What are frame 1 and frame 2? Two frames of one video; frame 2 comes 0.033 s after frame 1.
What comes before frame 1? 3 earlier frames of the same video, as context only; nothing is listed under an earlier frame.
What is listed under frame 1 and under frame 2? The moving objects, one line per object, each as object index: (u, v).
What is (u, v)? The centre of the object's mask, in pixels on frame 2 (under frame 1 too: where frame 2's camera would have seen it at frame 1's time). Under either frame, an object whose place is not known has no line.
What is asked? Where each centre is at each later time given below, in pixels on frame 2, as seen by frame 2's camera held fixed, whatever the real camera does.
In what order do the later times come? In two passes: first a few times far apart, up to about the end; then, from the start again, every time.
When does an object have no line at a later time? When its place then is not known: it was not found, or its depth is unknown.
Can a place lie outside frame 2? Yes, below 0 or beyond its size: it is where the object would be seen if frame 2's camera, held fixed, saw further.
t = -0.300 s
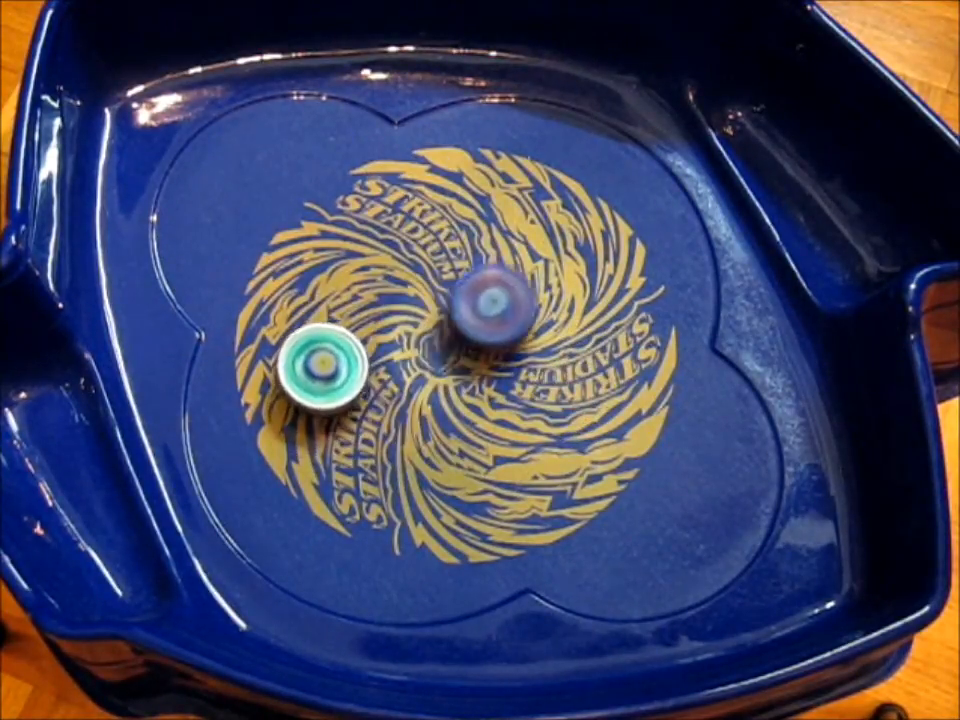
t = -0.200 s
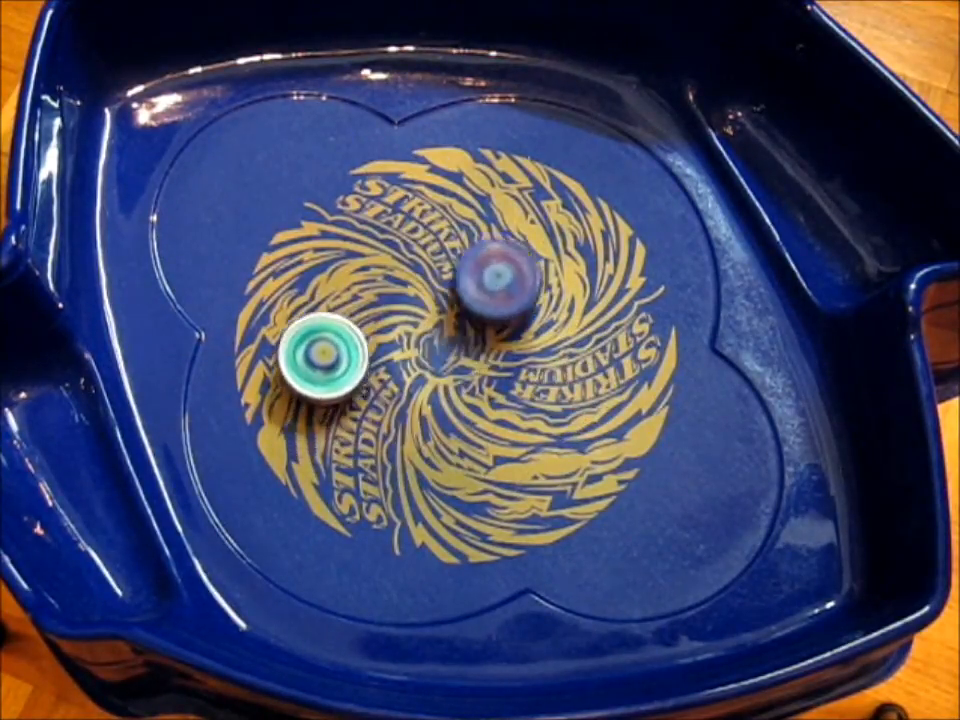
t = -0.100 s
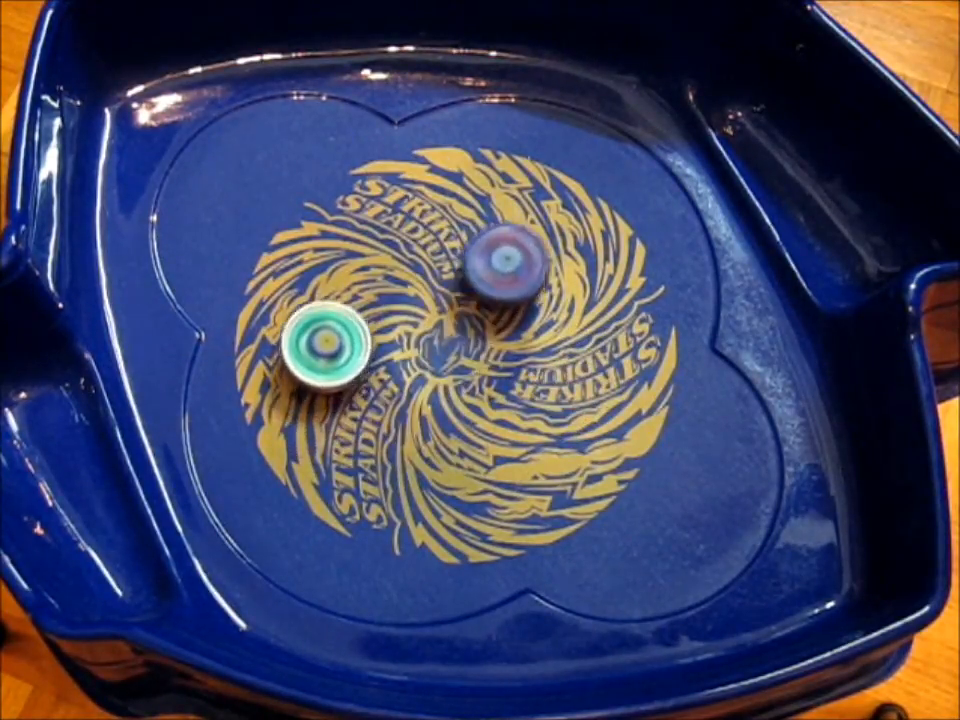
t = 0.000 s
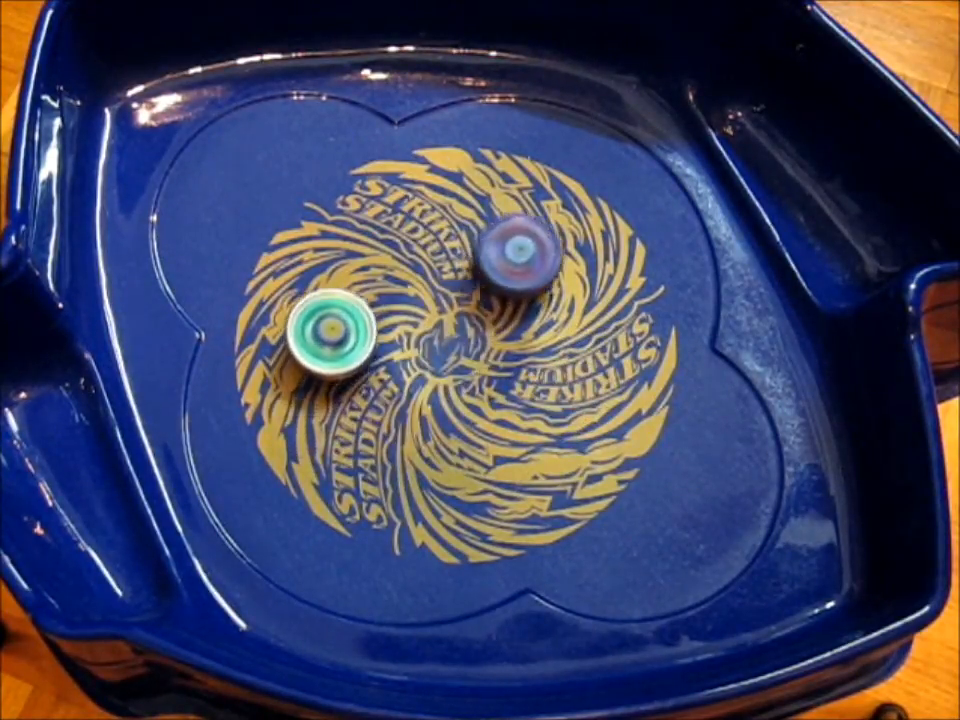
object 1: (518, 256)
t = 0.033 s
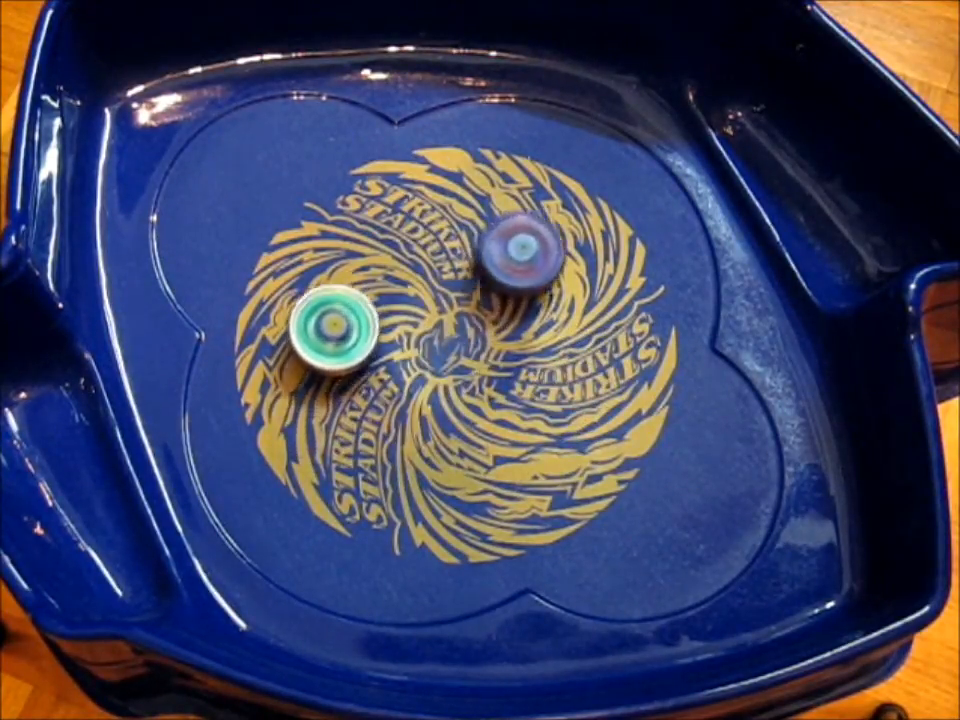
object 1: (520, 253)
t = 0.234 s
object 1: (526, 235)
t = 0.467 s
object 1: (509, 229)
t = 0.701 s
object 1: (572, 206)
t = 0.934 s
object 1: (571, 195)
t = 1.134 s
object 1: (546, 220)
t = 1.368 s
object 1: (529, 281)
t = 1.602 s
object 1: (508, 336)
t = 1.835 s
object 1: (488, 391)
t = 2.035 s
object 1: (494, 467)
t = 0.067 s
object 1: (521, 251)
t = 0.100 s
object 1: (522, 249)
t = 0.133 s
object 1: (522, 246)
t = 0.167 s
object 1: (526, 241)
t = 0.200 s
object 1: (526, 239)
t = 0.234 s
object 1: (526, 235)
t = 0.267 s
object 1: (525, 233)
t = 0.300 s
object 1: (524, 232)
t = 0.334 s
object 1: (523, 232)
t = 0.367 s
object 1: (520, 231)
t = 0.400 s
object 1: (517, 230)
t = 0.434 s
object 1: (513, 230)
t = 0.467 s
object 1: (509, 229)
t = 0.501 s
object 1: (516, 226)
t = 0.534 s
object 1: (533, 223)
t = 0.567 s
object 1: (546, 218)
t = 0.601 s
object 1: (555, 216)
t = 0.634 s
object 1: (562, 214)
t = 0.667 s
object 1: (568, 209)
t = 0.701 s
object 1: (572, 206)
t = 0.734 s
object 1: (575, 204)
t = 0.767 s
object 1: (576, 202)
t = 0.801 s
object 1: (577, 200)
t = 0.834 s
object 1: (576, 198)
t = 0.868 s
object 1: (575, 196)
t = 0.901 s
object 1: (573, 195)
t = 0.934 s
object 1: (571, 195)
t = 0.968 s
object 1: (568, 197)
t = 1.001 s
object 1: (565, 200)
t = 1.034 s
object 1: (560, 204)
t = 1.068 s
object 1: (555, 209)
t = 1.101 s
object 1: (551, 215)
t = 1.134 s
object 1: (546, 220)
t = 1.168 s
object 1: (542, 226)
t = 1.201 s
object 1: (538, 234)
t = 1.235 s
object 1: (535, 243)
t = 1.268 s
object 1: (533, 251)
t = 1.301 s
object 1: (531, 261)
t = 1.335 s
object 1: (529, 271)
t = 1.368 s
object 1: (529, 281)
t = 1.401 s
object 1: (528, 293)
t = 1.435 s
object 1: (528, 302)
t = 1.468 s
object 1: (527, 312)
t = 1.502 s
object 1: (523, 320)
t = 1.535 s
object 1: (519, 327)
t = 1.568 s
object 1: (513, 332)
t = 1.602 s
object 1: (508, 336)
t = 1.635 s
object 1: (502, 341)
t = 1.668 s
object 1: (495, 347)
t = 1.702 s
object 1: (490, 352)
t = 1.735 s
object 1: (486, 358)
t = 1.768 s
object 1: (481, 365)
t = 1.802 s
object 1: (480, 376)
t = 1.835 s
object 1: (488, 391)
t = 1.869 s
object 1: (491, 405)
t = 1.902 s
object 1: (492, 418)
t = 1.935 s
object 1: (492, 432)
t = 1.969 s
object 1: (493, 443)
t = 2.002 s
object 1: (493, 455)
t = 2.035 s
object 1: (494, 467)
